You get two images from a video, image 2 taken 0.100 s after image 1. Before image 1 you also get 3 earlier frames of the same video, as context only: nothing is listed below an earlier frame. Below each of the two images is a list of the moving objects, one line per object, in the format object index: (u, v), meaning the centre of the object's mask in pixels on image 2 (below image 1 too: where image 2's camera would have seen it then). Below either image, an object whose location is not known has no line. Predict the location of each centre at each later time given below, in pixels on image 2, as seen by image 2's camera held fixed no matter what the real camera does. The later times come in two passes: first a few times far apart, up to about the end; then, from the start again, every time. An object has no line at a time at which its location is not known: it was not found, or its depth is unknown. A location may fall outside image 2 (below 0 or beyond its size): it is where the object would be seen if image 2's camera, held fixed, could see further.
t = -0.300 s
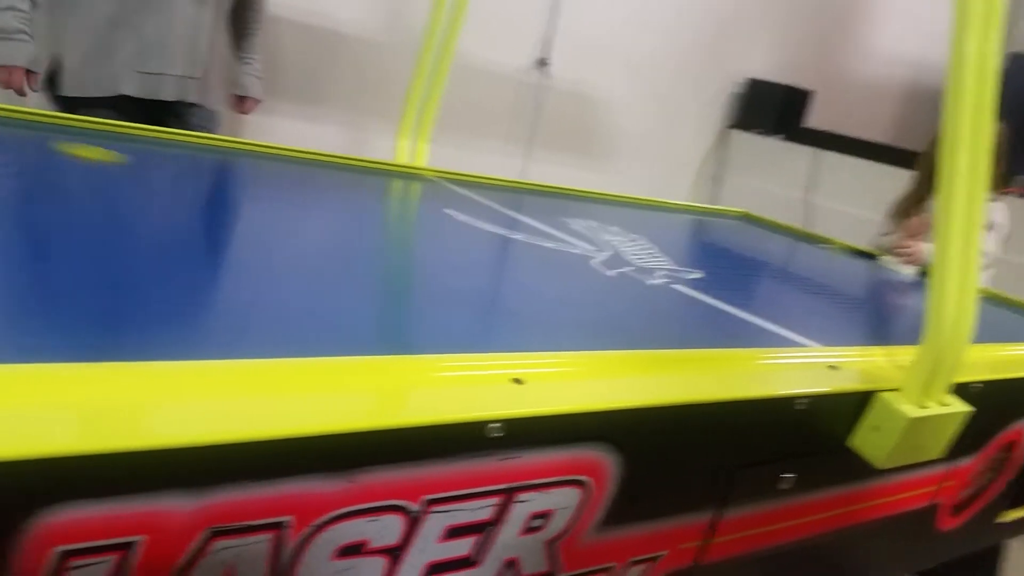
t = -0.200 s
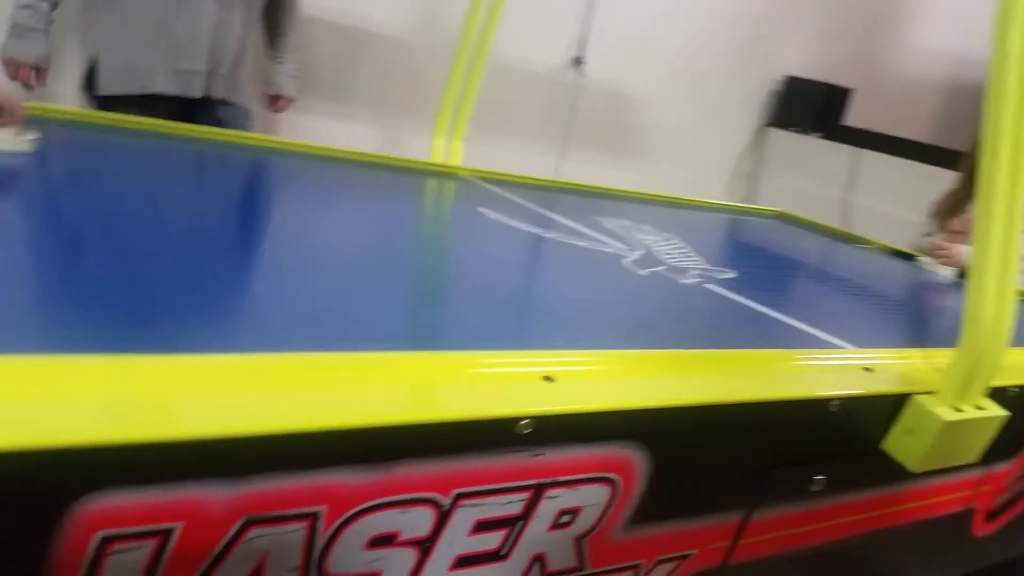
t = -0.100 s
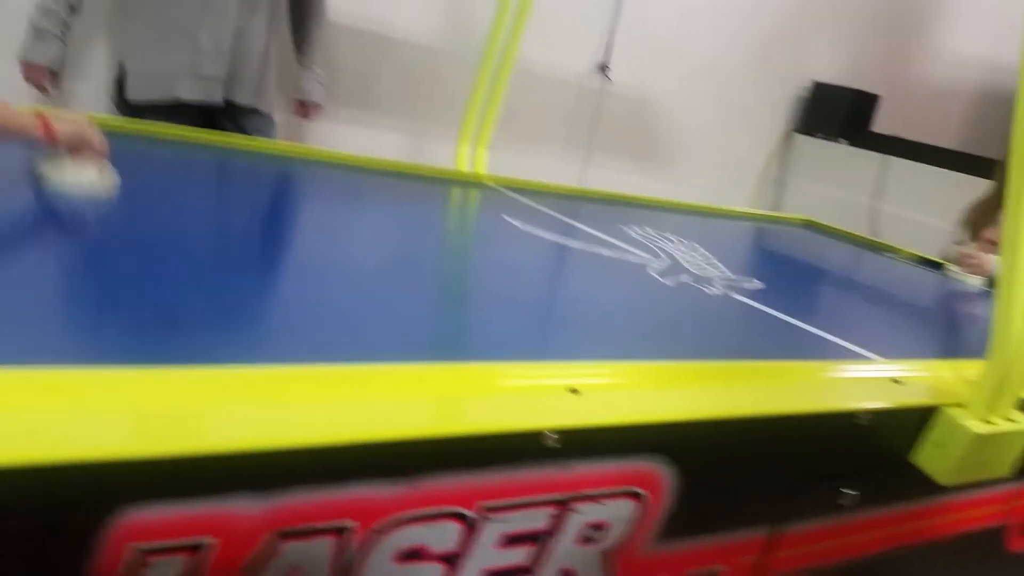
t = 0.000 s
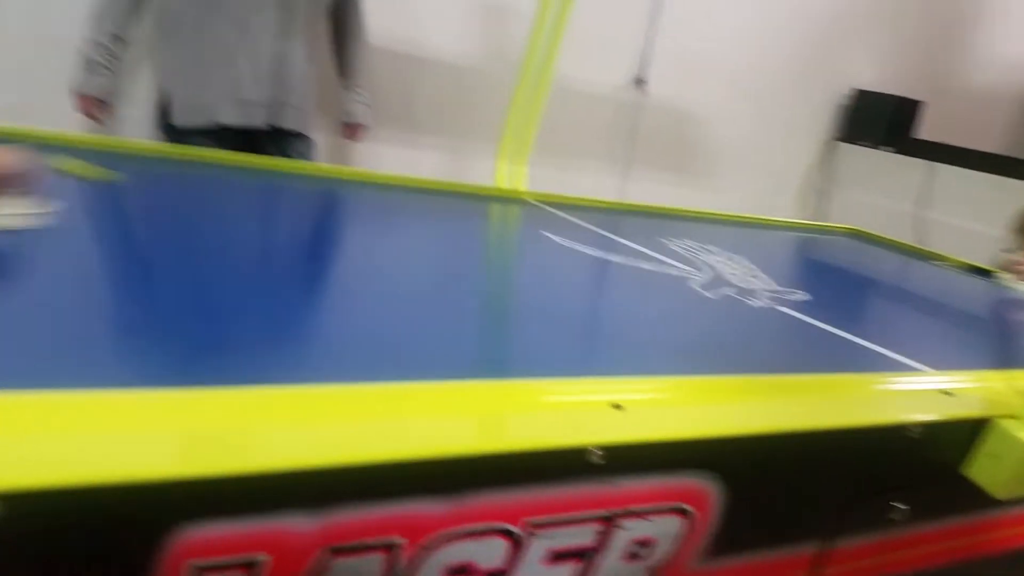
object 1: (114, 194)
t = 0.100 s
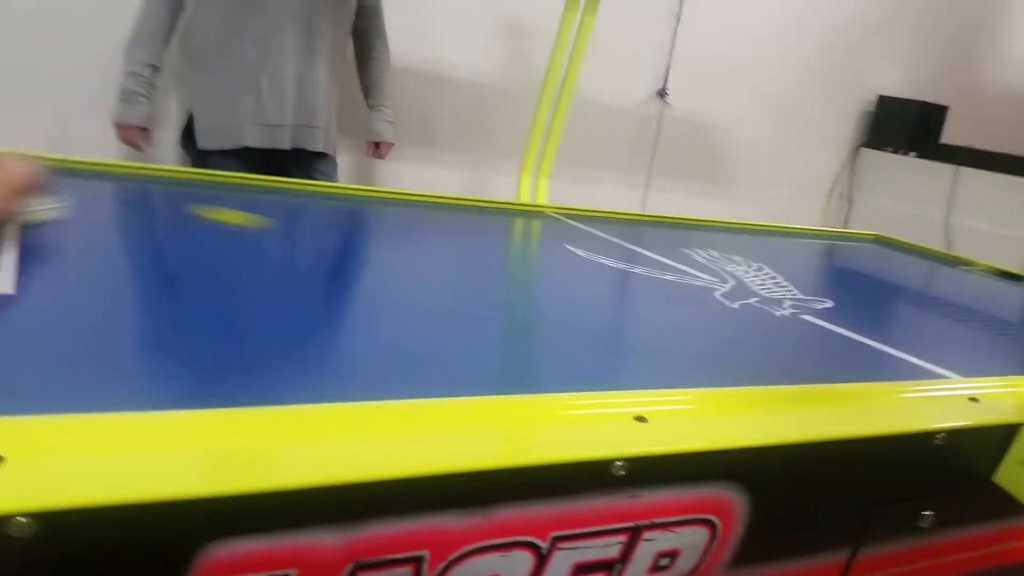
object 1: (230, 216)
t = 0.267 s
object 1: (431, 253)
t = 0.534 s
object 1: (753, 311)
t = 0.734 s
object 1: (1002, 354)
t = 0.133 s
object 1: (270, 224)
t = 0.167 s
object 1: (311, 232)
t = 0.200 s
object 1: (350, 239)
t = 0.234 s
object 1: (391, 246)
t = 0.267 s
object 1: (431, 253)
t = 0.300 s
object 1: (470, 260)
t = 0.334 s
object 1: (512, 267)
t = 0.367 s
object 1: (549, 274)
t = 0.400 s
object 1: (589, 281)
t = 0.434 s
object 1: (630, 289)
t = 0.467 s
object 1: (671, 296)
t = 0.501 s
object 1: (708, 303)
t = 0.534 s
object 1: (753, 311)
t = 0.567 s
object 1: (794, 318)
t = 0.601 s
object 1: (839, 325)
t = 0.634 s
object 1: (878, 332)
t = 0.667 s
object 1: (920, 339)
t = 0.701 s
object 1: (961, 346)
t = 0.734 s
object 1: (1002, 354)
